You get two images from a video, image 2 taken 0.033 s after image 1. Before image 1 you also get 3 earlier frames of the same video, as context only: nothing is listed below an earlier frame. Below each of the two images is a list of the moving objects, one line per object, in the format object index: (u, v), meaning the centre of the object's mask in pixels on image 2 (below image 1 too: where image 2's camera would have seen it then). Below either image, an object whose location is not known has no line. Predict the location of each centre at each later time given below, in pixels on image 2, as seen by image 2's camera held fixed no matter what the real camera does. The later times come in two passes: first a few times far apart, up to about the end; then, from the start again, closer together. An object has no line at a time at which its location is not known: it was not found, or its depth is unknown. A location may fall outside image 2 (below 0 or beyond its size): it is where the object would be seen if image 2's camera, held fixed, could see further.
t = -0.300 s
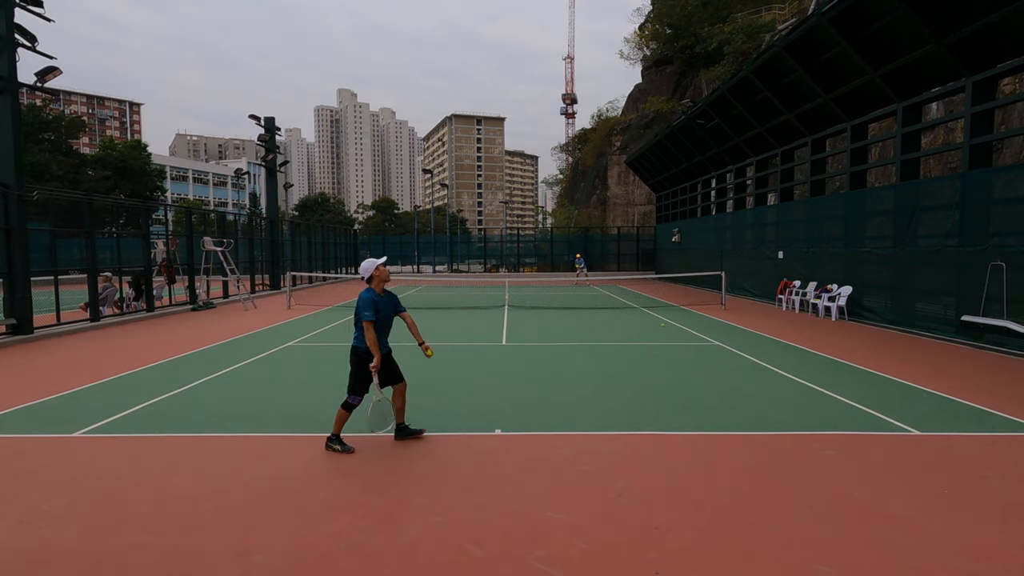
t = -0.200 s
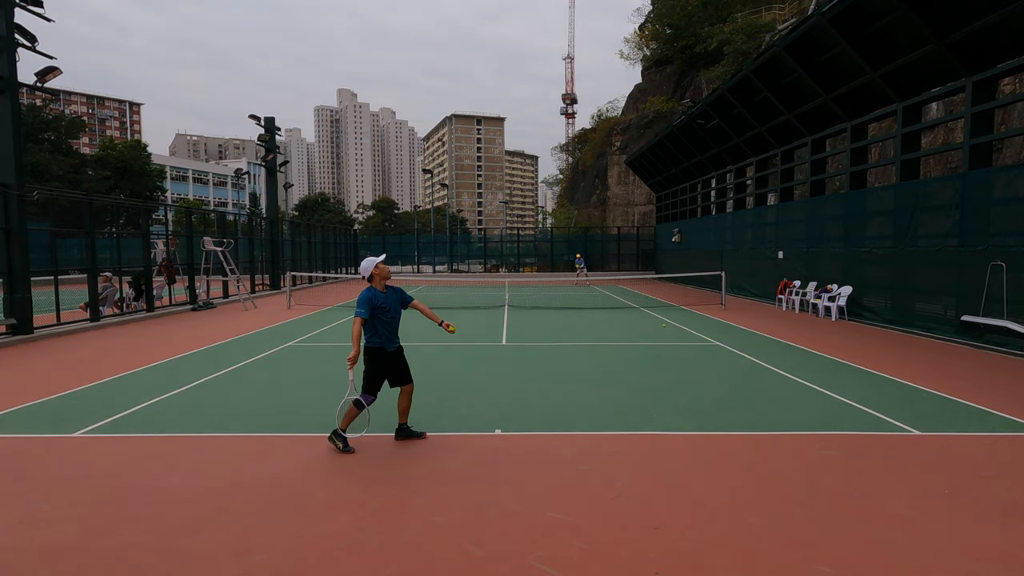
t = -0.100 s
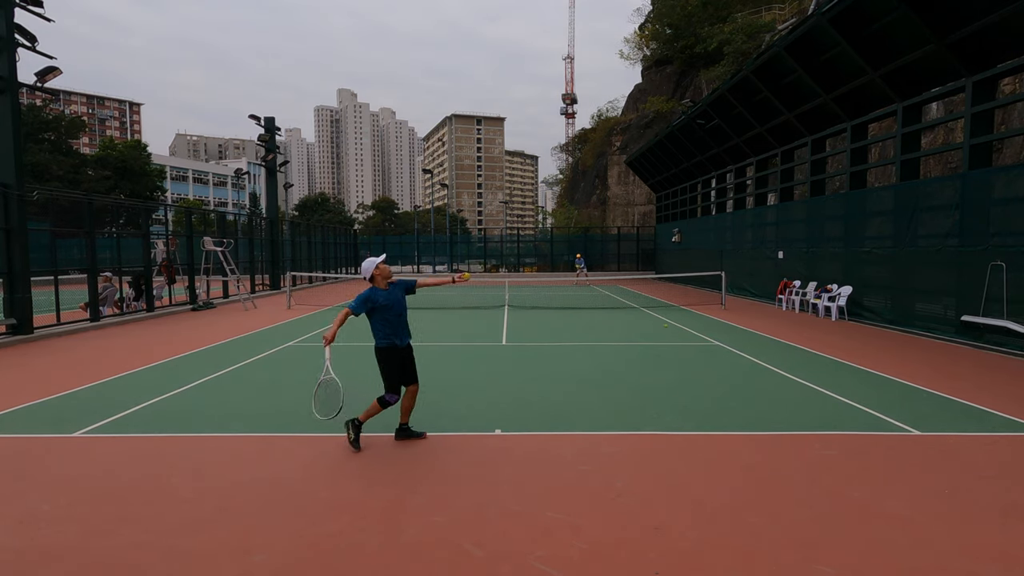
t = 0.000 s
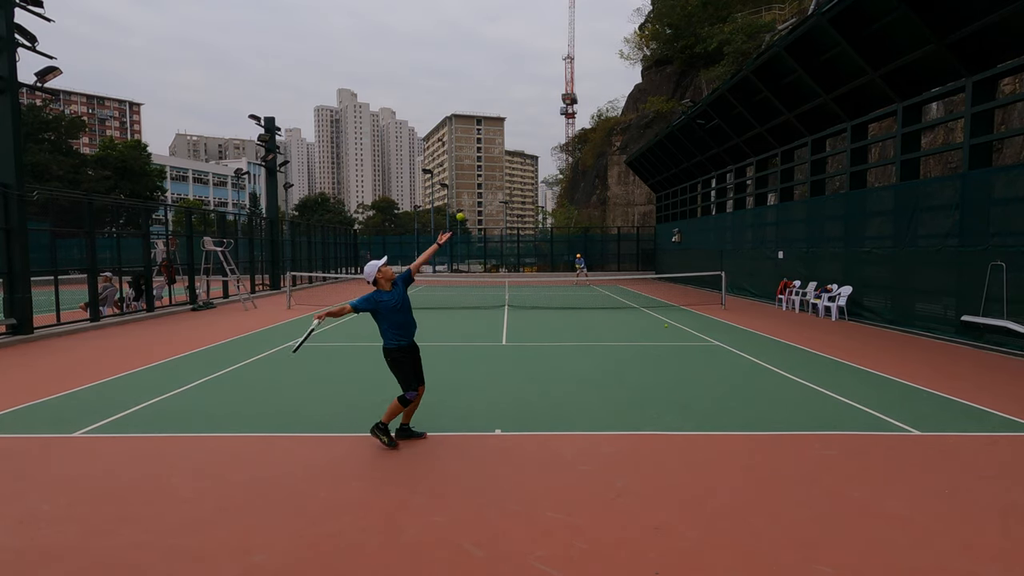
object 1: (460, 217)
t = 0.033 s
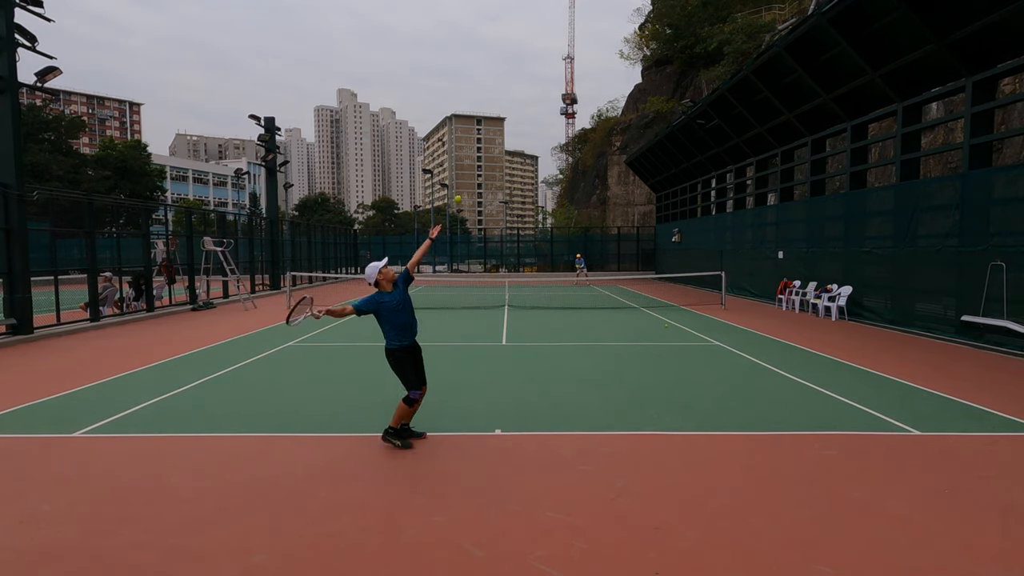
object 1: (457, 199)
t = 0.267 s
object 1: (445, 109)
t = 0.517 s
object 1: (432, 77)
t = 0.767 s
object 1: (421, 110)
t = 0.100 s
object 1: (454, 167)
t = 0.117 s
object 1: (453, 160)
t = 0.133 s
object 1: (452, 153)
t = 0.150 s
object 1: (451, 147)
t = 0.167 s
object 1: (450, 140)
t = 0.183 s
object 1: (449, 134)
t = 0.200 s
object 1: (448, 129)
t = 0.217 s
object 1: (447, 123)
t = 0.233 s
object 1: (447, 118)
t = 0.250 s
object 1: (445, 114)
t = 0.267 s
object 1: (445, 109)
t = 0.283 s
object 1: (444, 105)
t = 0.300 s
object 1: (443, 101)
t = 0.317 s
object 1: (442, 97)
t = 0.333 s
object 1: (441, 94)
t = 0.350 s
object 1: (440, 91)
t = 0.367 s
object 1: (440, 88)
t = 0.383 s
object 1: (439, 86)
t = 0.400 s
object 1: (438, 84)
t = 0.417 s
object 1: (437, 82)
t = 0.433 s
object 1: (435, 80)
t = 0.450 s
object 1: (435, 79)
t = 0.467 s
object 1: (434, 78)
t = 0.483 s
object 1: (434, 77)
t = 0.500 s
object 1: (433, 77)
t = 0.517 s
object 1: (432, 77)
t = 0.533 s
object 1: (431, 77)
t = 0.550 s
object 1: (430, 78)
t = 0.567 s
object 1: (430, 78)
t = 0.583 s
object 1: (429, 80)
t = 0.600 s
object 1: (428, 81)
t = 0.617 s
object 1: (427, 82)
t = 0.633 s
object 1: (426, 84)
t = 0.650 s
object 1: (426, 86)
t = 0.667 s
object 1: (425, 89)
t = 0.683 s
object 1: (424, 92)
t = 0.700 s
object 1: (424, 95)
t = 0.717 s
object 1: (423, 98)
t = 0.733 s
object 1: (422, 102)
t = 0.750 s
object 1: (421, 105)
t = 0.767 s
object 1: (421, 110)
